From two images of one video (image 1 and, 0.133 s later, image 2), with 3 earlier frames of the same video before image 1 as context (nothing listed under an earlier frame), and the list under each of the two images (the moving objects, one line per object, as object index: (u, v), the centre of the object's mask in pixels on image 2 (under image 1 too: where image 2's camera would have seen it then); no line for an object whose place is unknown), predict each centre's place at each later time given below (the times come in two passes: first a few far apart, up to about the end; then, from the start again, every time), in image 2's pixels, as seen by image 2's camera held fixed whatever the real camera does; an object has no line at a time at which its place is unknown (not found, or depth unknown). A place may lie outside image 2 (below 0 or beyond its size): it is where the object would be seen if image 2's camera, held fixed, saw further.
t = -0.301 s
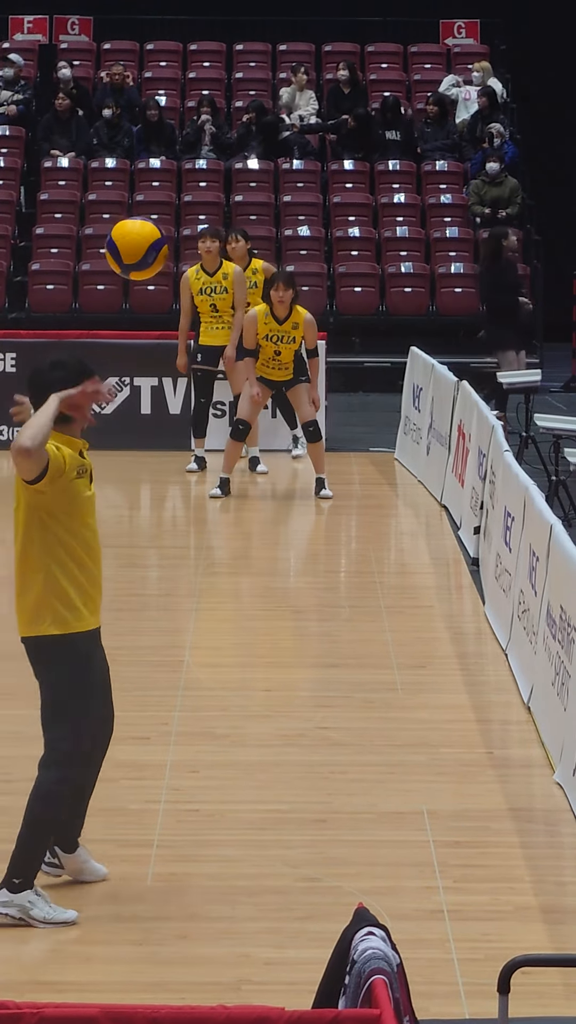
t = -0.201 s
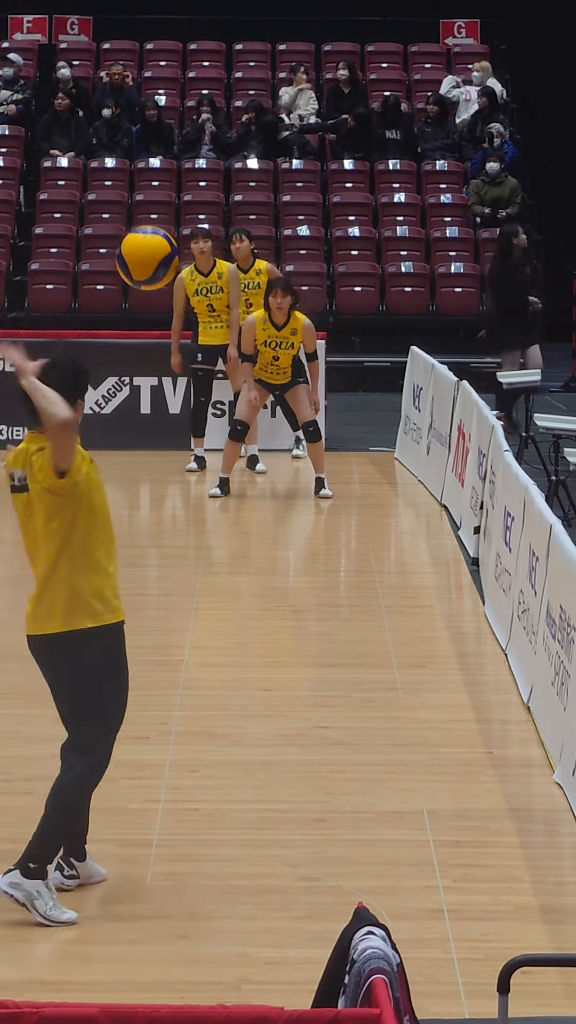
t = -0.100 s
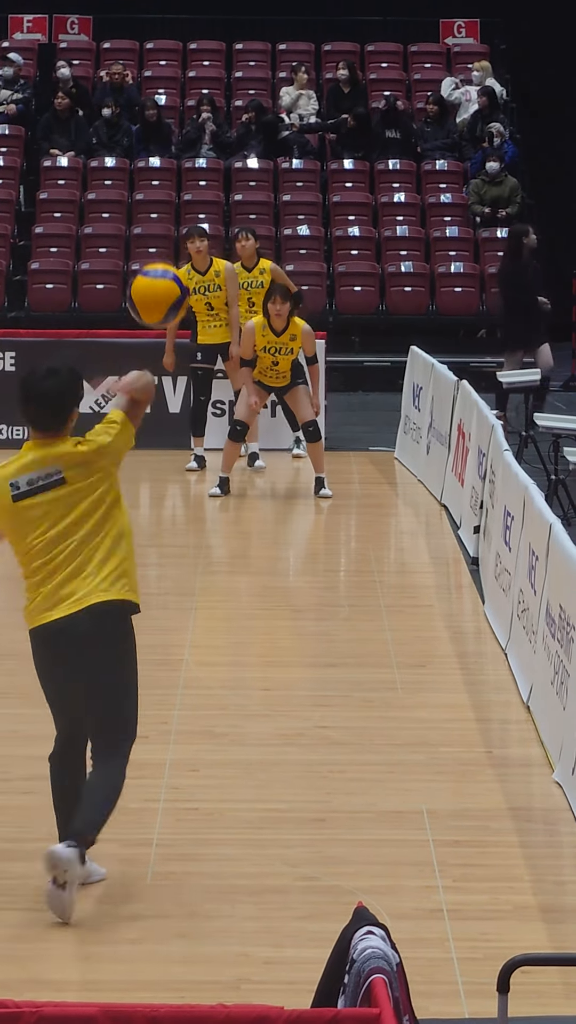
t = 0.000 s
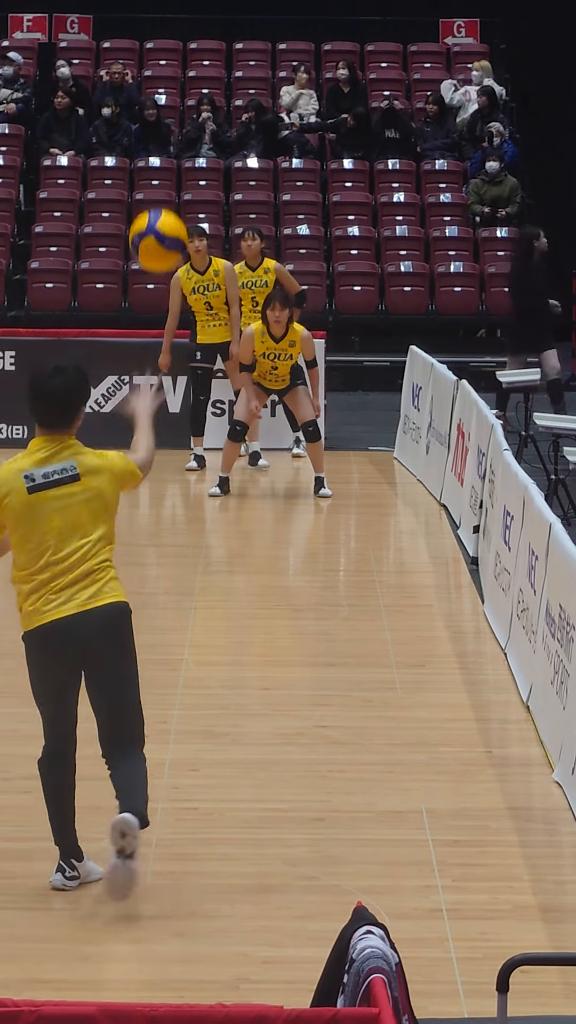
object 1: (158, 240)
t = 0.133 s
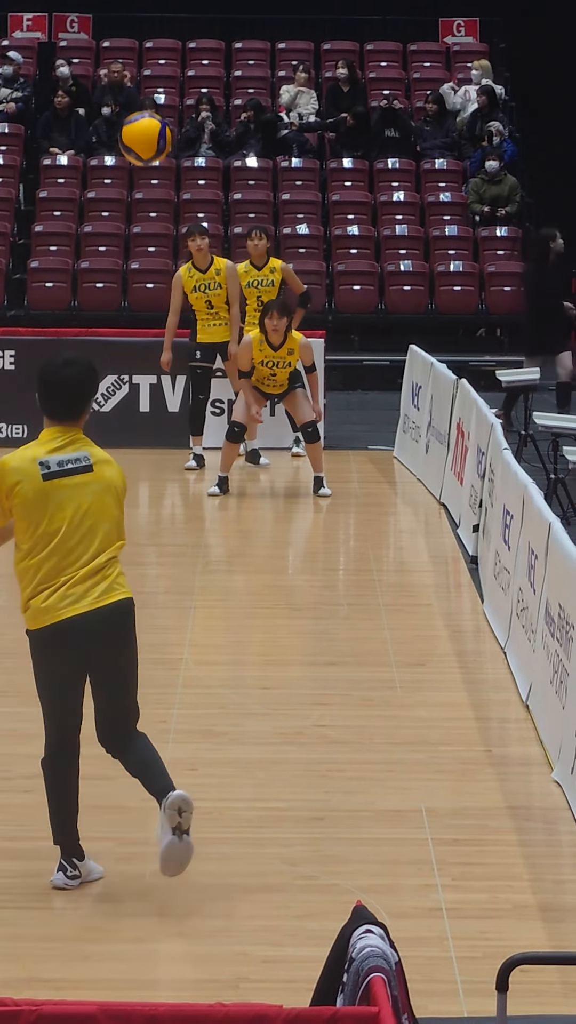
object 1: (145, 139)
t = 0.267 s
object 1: (126, 103)
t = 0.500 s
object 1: (92, 130)
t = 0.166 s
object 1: (141, 125)
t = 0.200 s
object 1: (136, 114)
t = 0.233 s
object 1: (132, 107)
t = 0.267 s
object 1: (126, 103)
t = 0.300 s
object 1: (120, 101)
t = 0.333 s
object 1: (115, 102)
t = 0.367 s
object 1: (110, 103)
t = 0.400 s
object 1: (106, 107)
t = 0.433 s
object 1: (101, 113)
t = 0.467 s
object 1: (96, 121)
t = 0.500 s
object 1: (92, 130)
